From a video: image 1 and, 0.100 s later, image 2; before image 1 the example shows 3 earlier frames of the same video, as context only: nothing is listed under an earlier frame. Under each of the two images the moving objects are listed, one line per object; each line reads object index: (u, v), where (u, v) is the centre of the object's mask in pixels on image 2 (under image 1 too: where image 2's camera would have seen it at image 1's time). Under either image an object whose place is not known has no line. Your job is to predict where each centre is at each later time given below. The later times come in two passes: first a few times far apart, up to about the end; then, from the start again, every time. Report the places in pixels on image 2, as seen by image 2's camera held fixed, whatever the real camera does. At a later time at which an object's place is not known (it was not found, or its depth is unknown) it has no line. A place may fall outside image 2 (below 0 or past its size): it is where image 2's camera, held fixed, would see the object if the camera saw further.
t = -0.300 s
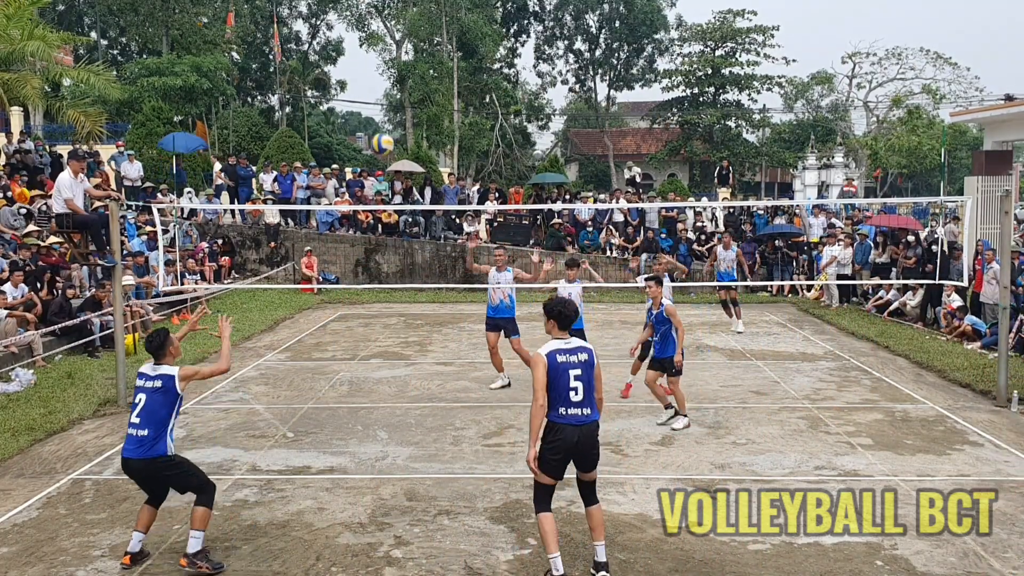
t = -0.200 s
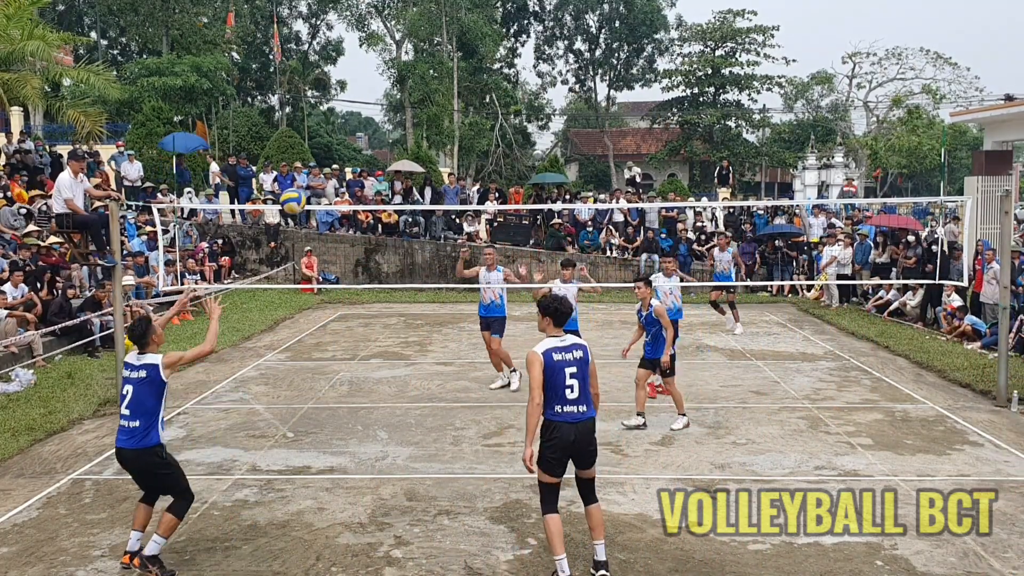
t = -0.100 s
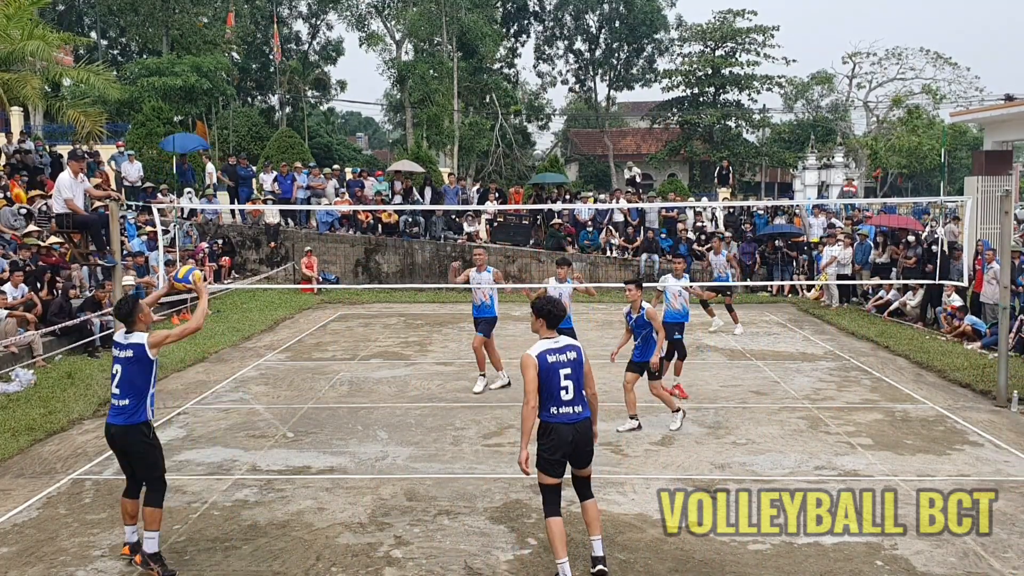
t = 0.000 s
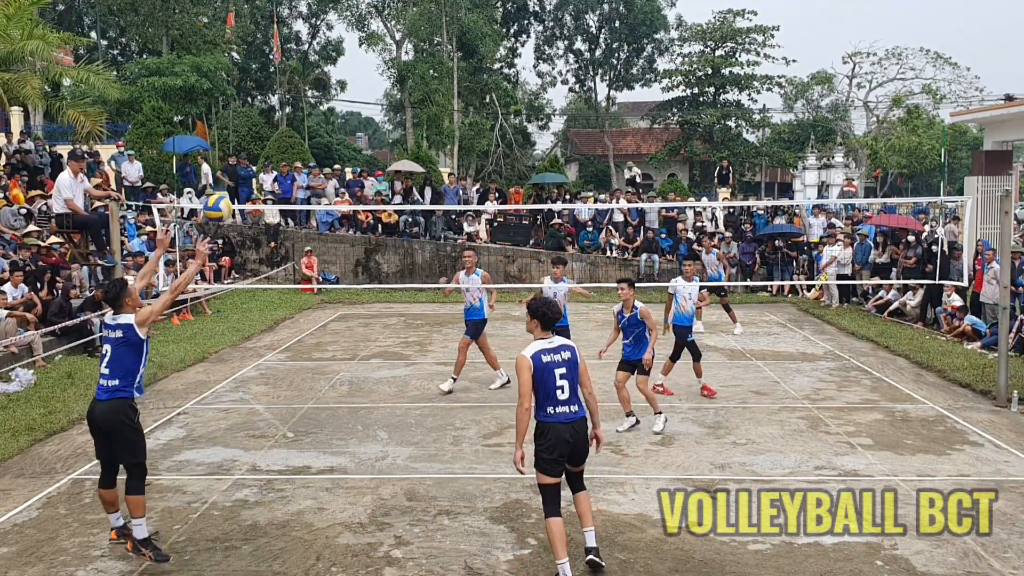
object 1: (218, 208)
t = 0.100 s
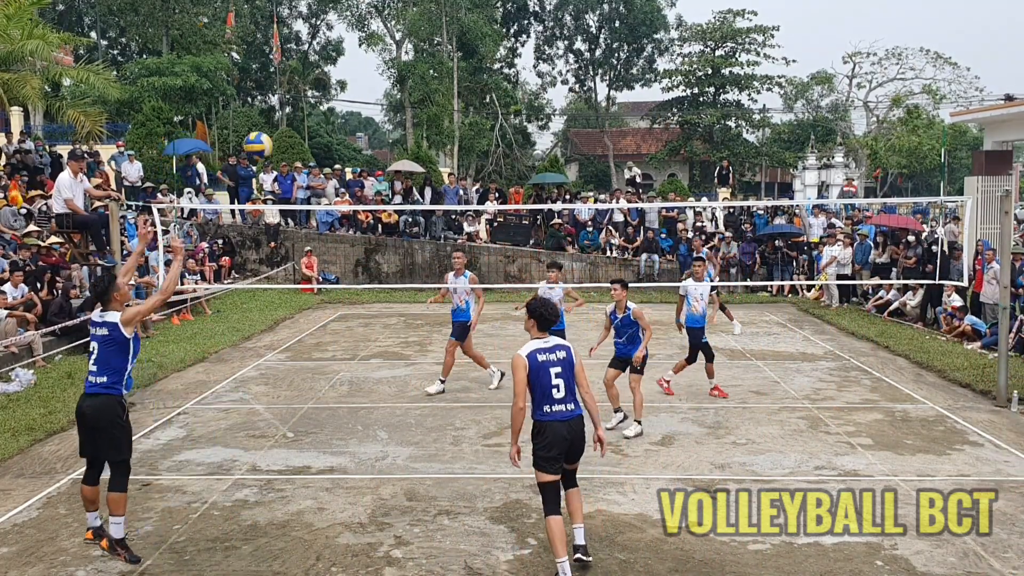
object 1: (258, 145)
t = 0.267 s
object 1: (319, 78)
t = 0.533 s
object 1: (405, 51)
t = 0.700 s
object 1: (451, 76)
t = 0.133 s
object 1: (271, 128)
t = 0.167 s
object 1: (283, 113)
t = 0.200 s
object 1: (296, 99)
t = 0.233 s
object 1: (308, 88)
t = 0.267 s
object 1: (319, 78)
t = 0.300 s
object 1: (331, 69)
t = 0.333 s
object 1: (341, 63)
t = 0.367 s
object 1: (354, 57)
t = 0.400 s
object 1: (363, 53)
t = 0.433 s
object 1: (374, 51)
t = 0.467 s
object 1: (384, 50)
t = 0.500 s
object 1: (395, 50)
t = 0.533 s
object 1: (405, 51)
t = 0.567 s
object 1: (414, 54)
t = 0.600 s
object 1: (423, 57)
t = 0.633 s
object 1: (432, 63)
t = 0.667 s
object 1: (441, 69)
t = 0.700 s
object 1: (451, 76)
